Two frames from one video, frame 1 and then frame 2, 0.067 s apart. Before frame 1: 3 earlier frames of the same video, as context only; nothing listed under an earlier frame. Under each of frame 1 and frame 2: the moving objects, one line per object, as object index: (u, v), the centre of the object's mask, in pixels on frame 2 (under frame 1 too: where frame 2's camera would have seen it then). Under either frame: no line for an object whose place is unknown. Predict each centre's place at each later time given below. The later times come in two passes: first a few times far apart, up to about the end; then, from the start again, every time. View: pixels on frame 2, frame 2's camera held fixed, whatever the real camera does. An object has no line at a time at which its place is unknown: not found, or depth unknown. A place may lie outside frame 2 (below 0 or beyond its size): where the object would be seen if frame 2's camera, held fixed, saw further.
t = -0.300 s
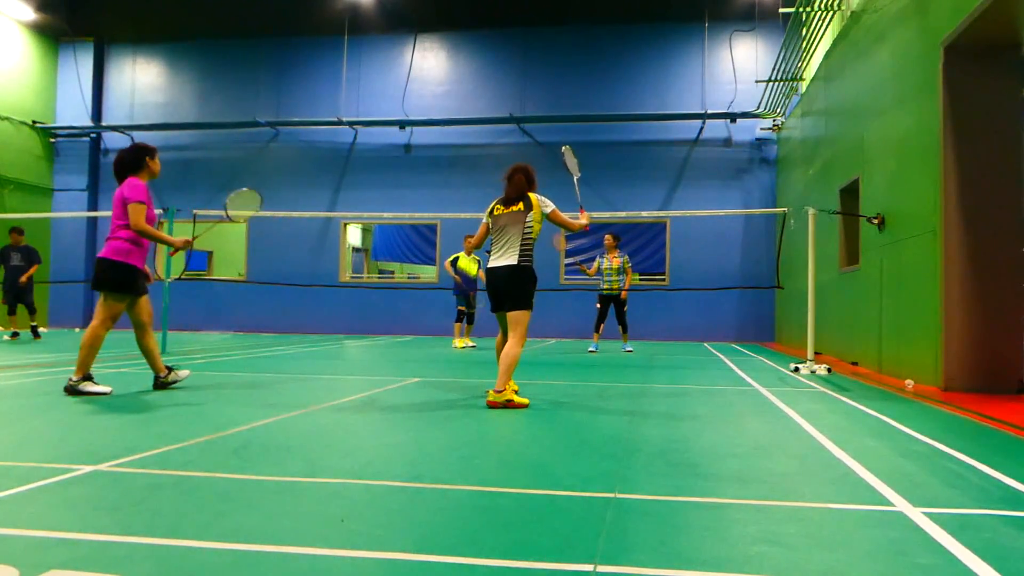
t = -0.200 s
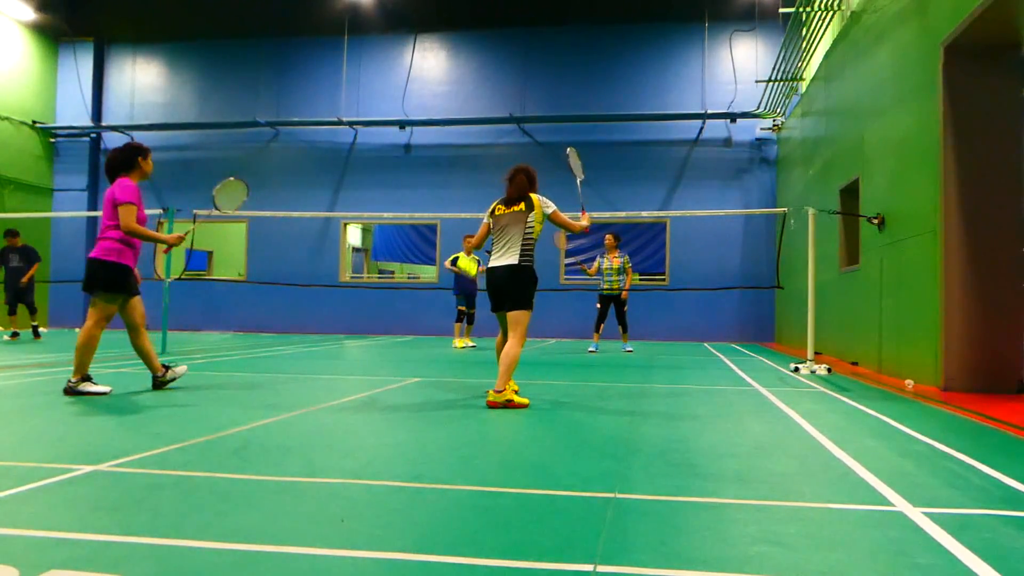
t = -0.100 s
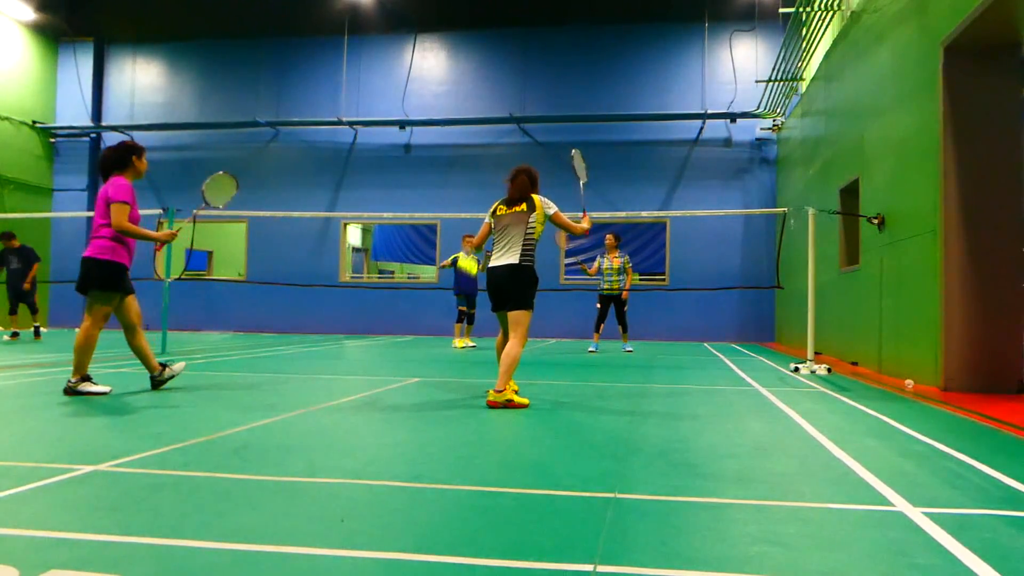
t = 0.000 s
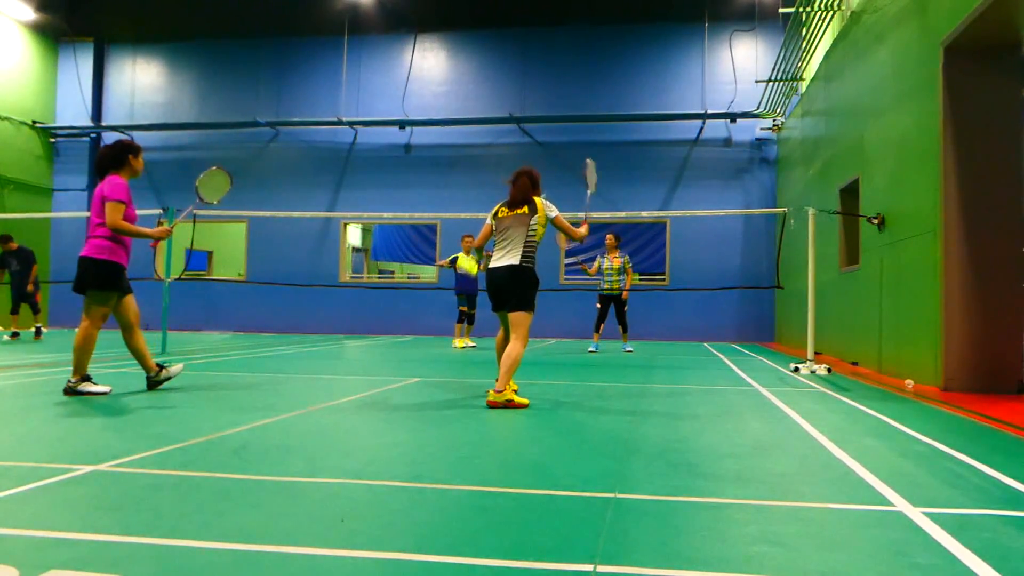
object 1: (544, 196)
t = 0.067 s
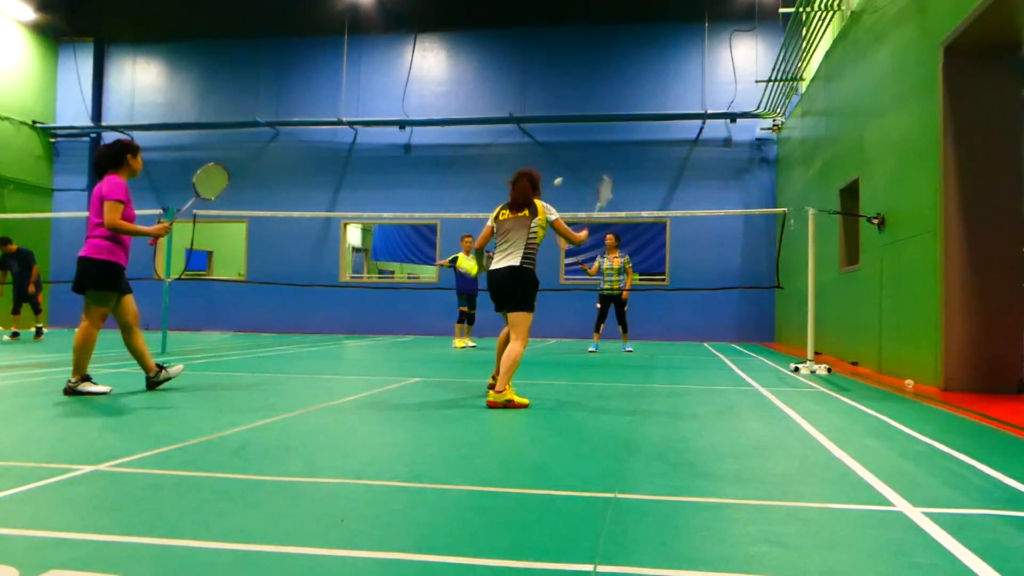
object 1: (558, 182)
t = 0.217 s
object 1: (593, 159)
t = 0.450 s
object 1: (642, 169)
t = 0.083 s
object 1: (562, 178)
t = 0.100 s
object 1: (566, 175)
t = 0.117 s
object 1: (570, 172)
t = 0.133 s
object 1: (574, 169)
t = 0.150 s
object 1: (578, 166)
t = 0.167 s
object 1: (582, 164)
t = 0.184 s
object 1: (585, 162)
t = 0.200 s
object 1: (589, 161)
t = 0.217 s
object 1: (593, 159)
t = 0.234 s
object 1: (596, 158)
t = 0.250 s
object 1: (600, 157)
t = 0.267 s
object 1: (604, 156)
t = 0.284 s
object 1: (607, 156)
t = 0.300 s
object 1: (611, 156)
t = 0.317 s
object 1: (615, 156)
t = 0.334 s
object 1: (618, 157)
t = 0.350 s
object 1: (622, 157)
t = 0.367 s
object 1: (625, 159)
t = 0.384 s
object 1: (629, 160)
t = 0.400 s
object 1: (632, 162)
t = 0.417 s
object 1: (635, 164)
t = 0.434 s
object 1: (639, 166)
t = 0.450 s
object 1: (642, 169)
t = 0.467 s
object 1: (645, 172)
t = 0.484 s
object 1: (649, 175)
